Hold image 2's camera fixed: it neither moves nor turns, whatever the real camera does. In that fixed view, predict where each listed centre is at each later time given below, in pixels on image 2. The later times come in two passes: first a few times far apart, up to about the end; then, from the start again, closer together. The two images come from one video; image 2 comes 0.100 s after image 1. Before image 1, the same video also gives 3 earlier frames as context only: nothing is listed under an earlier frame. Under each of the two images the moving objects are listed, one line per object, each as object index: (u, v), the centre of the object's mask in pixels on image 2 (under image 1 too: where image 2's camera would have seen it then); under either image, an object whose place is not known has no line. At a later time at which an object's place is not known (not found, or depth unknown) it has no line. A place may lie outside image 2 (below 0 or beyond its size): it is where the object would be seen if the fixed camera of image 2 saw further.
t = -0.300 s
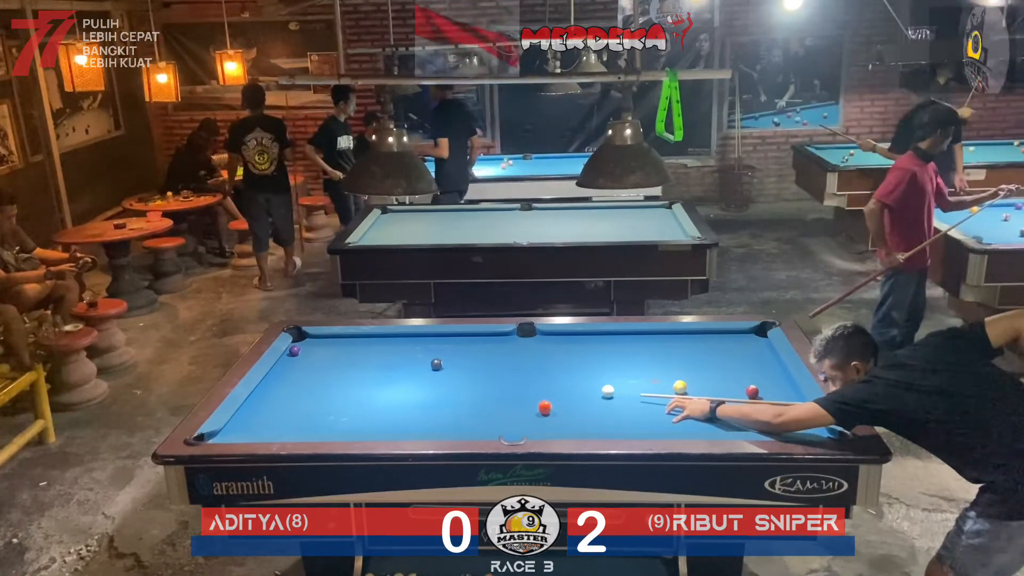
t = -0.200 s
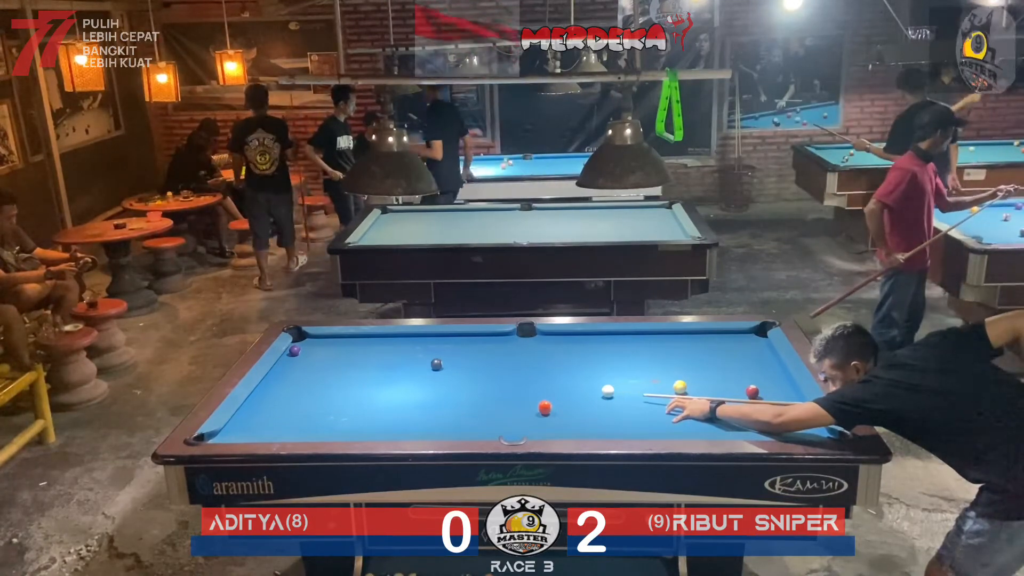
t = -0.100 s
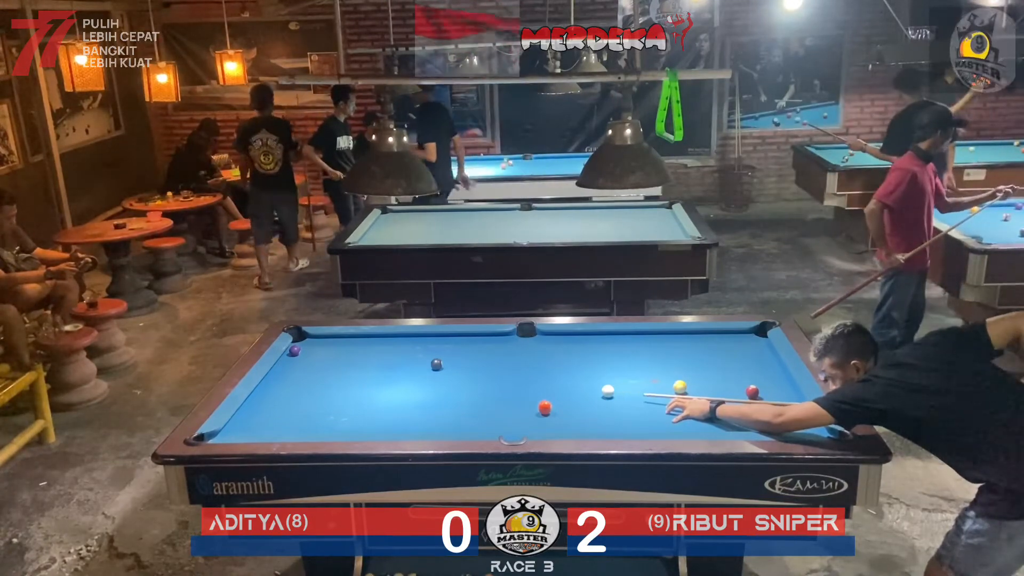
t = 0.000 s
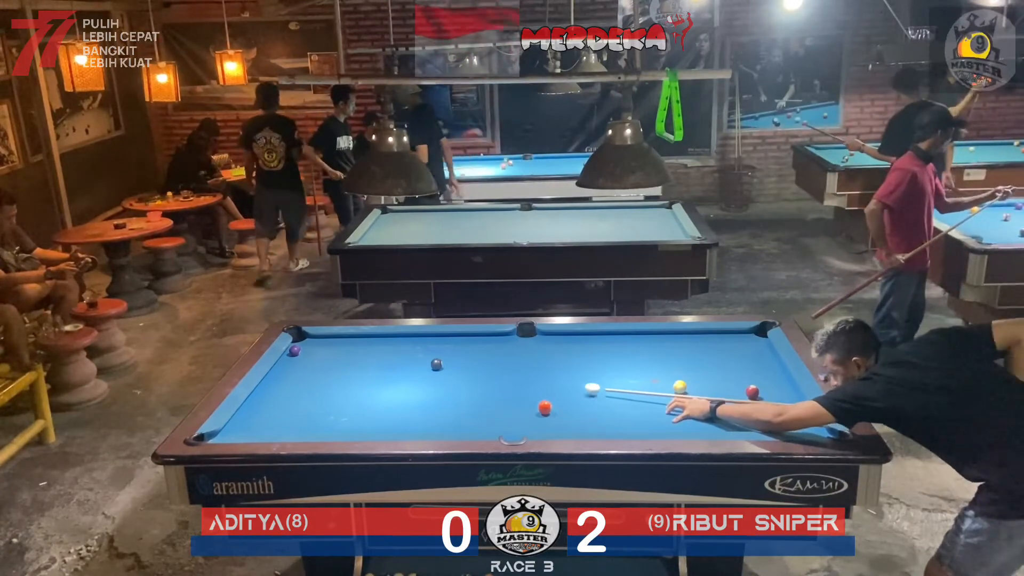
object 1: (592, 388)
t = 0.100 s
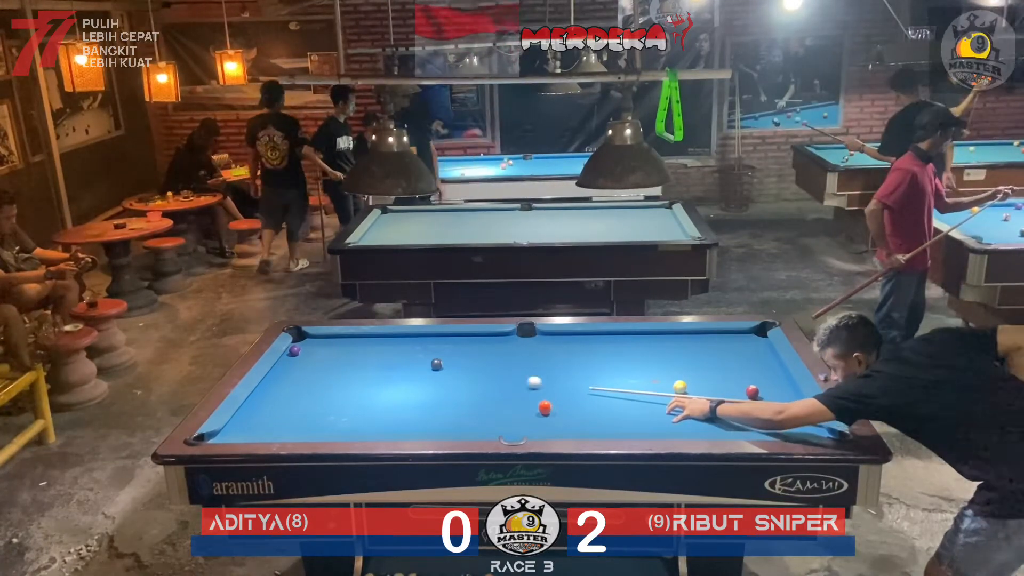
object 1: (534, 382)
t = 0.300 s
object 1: (443, 371)
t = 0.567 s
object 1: (336, 359)
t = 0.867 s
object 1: (318, 356)
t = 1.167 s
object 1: (371, 354)
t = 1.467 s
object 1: (419, 352)
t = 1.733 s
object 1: (459, 351)
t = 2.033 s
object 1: (499, 349)
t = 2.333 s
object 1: (535, 348)
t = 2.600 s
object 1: (563, 347)
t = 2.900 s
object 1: (590, 345)
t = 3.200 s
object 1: (614, 344)
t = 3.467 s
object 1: (631, 343)
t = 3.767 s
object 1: (647, 342)
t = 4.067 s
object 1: (659, 341)
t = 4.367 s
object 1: (667, 340)
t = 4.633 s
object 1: (671, 340)
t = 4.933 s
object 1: (671, 340)
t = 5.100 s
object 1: (674, 340)
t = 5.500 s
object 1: (671, 339)
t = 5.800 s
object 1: (671, 339)
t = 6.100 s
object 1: (671, 339)
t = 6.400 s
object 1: (671, 339)
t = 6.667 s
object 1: (671, 339)
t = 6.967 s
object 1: (671, 339)
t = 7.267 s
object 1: (671, 339)
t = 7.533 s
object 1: (671, 339)
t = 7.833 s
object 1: (671, 339)
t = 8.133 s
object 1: (671, 339)
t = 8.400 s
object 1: (671, 339)
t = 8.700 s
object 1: (671, 339)
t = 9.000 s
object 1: (671, 339)
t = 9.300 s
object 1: (671, 339)
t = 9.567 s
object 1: (671, 339)
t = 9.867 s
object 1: (671, 339)
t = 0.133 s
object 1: (518, 380)
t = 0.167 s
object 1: (502, 378)
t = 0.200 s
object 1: (487, 376)
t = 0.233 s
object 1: (472, 374)
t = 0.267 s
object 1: (458, 373)
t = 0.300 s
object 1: (443, 371)
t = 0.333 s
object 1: (429, 369)
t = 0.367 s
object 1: (415, 367)
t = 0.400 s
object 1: (402, 366)
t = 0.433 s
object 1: (388, 364)
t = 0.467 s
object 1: (375, 363)
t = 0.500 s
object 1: (362, 361)
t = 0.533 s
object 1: (349, 360)
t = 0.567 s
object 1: (336, 359)
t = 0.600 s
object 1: (324, 357)
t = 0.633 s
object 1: (312, 356)
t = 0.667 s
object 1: (299, 355)
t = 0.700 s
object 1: (288, 355)
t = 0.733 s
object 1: (291, 355)
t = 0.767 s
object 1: (299, 356)
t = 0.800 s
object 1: (306, 356)
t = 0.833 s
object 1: (312, 356)
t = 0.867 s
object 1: (318, 356)
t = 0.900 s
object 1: (324, 356)
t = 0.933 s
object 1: (330, 356)
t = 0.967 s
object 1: (336, 355)
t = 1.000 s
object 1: (342, 355)
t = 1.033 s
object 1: (348, 355)
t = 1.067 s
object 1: (354, 355)
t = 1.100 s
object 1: (360, 354)
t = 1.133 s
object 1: (365, 354)
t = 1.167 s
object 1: (371, 354)
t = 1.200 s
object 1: (377, 354)
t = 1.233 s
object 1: (382, 354)
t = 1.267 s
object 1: (387, 353)
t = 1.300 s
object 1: (393, 353)
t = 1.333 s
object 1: (399, 353)
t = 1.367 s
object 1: (404, 353)
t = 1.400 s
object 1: (409, 353)
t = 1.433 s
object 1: (414, 353)
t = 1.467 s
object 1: (419, 352)
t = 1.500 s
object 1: (424, 352)
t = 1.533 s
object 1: (430, 352)
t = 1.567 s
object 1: (434, 352)
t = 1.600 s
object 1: (439, 352)
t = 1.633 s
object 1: (444, 351)
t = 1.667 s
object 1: (449, 351)
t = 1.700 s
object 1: (454, 351)
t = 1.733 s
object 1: (459, 351)
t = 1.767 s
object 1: (463, 351)
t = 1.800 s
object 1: (468, 350)
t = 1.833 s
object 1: (473, 350)
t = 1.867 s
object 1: (477, 350)
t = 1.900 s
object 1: (481, 350)
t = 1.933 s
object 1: (486, 350)
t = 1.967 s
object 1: (490, 350)
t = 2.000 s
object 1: (495, 349)
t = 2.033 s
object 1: (499, 349)
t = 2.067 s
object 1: (503, 349)
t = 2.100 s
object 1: (507, 349)
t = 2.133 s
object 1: (511, 349)
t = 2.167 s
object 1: (515, 348)
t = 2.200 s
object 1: (519, 348)
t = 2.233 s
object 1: (523, 348)
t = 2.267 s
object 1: (527, 348)
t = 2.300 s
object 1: (531, 348)
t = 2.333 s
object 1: (535, 348)
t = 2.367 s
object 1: (538, 348)
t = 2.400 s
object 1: (542, 348)
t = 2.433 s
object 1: (546, 347)
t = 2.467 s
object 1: (549, 347)
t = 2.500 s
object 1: (553, 347)
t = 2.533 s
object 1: (556, 347)
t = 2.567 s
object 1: (560, 347)
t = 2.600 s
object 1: (563, 347)
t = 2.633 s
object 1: (566, 346)
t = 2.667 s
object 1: (569, 346)
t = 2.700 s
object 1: (572, 346)
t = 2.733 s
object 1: (575, 346)
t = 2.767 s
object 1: (578, 346)
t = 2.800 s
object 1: (582, 346)
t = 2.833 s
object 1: (584, 345)
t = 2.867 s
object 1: (587, 345)
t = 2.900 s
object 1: (590, 345)
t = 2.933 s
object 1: (593, 345)
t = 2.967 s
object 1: (596, 345)
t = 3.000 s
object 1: (599, 345)
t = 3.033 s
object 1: (601, 345)
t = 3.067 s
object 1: (604, 344)
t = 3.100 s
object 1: (606, 344)
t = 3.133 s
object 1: (609, 344)
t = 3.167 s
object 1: (611, 344)
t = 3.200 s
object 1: (614, 344)
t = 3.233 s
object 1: (616, 344)
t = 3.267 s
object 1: (619, 344)
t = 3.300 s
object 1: (621, 343)
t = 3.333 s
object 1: (623, 343)
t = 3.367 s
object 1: (625, 343)
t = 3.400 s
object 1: (627, 343)
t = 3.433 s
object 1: (629, 343)
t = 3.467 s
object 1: (631, 343)
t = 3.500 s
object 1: (633, 343)
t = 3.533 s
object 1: (635, 343)
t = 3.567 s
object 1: (637, 343)
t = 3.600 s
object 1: (639, 343)
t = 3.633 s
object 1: (641, 343)
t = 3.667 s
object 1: (643, 342)
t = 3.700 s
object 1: (644, 342)
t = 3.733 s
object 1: (646, 342)
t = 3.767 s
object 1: (647, 342)
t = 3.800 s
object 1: (649, 342)
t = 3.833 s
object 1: (650, 342)
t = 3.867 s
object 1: (652, 342)
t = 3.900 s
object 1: (653, 342)
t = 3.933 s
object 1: (654, 342)
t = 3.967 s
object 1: (655, 341)
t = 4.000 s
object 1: (657, 341)
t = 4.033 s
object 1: (658, 341)
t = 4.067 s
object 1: (659, 341)
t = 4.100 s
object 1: (660, 341)
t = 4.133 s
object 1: (661, 341)
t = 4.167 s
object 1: (662, 341)
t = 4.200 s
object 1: (663, 341)
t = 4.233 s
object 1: (664, 341)
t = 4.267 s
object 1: (665, 340)
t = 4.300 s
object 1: (665, 340)
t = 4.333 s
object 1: (666, 340)
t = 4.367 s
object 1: (667, 340)
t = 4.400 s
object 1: (667, 340)
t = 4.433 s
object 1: (668, 340)
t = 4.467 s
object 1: (669, 340)
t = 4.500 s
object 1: (669, 340)
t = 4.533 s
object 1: (670, 340)
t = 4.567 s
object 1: (670, 340)
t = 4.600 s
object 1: (670, 340)
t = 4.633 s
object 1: (671, 340)
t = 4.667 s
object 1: (671, 340)
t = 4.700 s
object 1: (671, 340)
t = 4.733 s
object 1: (671, 340)
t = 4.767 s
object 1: (671, 340)
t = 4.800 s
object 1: (671, 340)
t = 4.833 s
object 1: (671, 340)
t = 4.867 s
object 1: (671, 340)
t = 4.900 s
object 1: (671, 340)
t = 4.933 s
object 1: (671, 340)
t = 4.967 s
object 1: (671, 340)
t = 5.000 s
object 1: (671, 340)
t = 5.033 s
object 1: (671, 340)
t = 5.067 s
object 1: (671, 340)
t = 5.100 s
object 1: (674, 340)
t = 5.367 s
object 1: (670, 338)
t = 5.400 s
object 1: (671, 339)
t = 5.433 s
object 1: (671, 339)
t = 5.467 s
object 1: (671, 339)
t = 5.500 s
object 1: (671, 339)
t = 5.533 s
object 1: (671, 339)
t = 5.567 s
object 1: (671, 339)
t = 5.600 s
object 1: (671, 339)
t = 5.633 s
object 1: (671, 339)
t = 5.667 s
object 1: (671, 339)
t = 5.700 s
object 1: (671, 339)
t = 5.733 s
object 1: (671, 339)
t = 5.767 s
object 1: (671, 339)
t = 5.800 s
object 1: (671, 339)
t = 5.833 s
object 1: (671, 339)
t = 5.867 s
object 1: (671, 339)
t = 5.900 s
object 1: (671, 339)
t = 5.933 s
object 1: (671, 339)
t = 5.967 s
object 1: (671, 339)
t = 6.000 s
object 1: (671, 339)
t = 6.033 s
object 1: (671, 339)
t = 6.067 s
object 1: (671, 339)
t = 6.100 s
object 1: (671, 339)
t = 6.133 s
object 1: (671, 339)
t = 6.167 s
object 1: (671, 339)
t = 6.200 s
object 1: (671, 339)
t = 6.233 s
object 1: (671, 339)
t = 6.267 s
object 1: (671, 339)
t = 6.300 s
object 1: (671, 339)
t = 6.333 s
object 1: (671, 339)
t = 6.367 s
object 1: (671, 339)
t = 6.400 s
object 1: (671, 339)
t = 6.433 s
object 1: (671, 339)
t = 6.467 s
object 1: (671, 339)
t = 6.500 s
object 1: (671, 339)
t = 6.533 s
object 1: (671, 339)
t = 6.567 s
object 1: (671, 339)
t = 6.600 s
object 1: (671, 339)
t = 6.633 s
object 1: (671, 339)
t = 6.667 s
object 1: (671, 339)
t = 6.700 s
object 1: (671, 339)
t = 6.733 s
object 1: (671, 339)
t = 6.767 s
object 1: (671, 339)
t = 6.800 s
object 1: (671, 339)
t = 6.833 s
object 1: (671, 339)
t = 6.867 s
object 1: (671, 339)
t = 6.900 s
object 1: (671, 339)
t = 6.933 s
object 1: (671, 339)
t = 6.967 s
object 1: (671, 339)
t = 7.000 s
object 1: (671, 339)
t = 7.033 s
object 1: (671, 339)
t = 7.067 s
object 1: (671, 339)
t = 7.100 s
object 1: (671, 339)
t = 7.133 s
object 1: (671, 339)
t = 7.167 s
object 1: (671, 339)
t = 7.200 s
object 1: (671, 339)
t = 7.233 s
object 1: (671, 339)
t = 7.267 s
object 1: (671, 339)
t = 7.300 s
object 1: (671, 339)
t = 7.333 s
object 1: (671, 339)
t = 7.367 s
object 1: (671, 339)
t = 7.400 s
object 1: (671, 339)
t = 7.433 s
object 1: (671, 339)
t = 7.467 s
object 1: (671, 339)
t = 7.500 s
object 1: (671, 339)
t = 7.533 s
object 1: (671, 339)
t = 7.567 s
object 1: (671, 339)
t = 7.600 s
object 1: (671, 339)
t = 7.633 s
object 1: (671, 339)
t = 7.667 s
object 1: (671, 339)
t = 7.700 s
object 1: (671, 339)
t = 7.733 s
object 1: (671, 339)
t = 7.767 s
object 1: (671, 339)
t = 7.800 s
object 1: (671, 339)
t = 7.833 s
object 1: (671, 339)
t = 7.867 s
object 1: (671, 339)
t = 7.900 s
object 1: (671, 339)
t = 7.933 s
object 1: (671, 339)
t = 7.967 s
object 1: (671, 339)
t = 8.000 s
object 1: (671, 339)
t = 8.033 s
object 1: (671, 339)
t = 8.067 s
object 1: (671, 339)
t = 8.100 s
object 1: (671, 339)
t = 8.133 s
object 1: (671, 339)
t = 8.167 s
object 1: (671, 339)
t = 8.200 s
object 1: (671, 340)
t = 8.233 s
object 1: (671, 339)
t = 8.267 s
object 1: (671, 339)
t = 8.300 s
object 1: (671, 339)
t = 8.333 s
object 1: (671, 339)
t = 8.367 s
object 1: (671, 339)
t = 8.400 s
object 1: (671, 339)
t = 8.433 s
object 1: (671, 339)
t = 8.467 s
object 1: (671, 339)
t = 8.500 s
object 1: (671, 339)
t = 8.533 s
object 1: (671, 339)
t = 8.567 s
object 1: (671, 339)
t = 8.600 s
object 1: (671, 339)
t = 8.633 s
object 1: (671, 339)
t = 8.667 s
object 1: (671, 339)
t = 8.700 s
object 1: (671, 339)
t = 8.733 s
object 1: (671, 339)
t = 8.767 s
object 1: (671, 339)
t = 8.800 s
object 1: (671, 339)
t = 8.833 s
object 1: (671, 339)
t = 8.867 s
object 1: (671, 339)
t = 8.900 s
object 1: (671, 339)
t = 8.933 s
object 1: (671, 339)
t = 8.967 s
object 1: (671, 339)
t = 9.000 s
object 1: (671, 339)
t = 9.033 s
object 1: (671, 339)
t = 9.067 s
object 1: (671, 339)
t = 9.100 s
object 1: (671, 339)
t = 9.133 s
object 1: (671, 339)
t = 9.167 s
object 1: (671, 339)
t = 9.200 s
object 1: (671, 339)
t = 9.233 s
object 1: (671, 339)
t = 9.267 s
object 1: (671, 340)
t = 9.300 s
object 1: (671, 339)
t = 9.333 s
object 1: (671, 339)
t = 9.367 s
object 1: (671, 339)
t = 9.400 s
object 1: (671, 339)
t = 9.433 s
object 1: (671, 339)
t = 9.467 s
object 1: (671, 339)
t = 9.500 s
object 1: (671, 339)
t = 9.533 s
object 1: (671, 339)
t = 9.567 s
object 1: (671, 339)
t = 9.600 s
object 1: (671, 339)
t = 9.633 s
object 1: (671, 339)
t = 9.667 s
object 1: (671, 339)
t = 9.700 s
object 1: (671, 339)
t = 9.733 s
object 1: (671, 339)
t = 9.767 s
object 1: (671, 339)
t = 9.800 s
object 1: (671, 339)
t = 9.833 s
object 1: (671, 339)
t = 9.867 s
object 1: (671, 339)
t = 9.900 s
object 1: (671, 339)
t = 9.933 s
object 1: (671, 339)
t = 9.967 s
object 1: (671, 339)
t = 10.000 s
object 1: (671, 339)
